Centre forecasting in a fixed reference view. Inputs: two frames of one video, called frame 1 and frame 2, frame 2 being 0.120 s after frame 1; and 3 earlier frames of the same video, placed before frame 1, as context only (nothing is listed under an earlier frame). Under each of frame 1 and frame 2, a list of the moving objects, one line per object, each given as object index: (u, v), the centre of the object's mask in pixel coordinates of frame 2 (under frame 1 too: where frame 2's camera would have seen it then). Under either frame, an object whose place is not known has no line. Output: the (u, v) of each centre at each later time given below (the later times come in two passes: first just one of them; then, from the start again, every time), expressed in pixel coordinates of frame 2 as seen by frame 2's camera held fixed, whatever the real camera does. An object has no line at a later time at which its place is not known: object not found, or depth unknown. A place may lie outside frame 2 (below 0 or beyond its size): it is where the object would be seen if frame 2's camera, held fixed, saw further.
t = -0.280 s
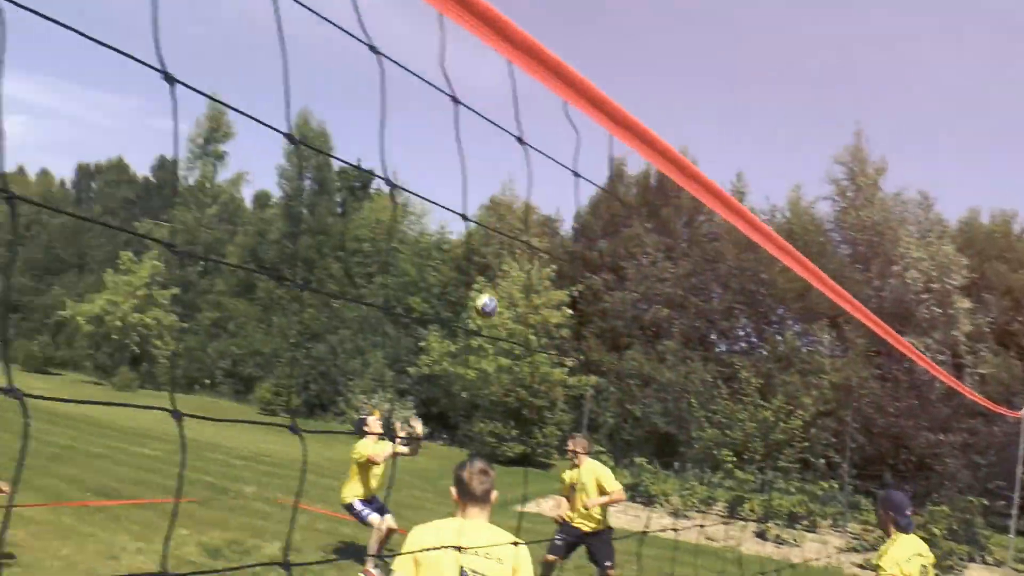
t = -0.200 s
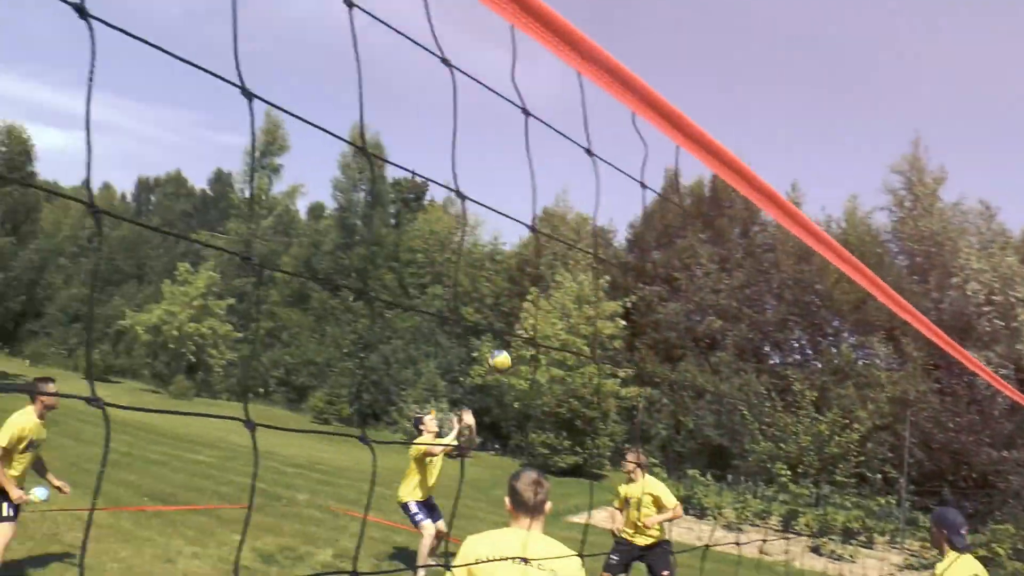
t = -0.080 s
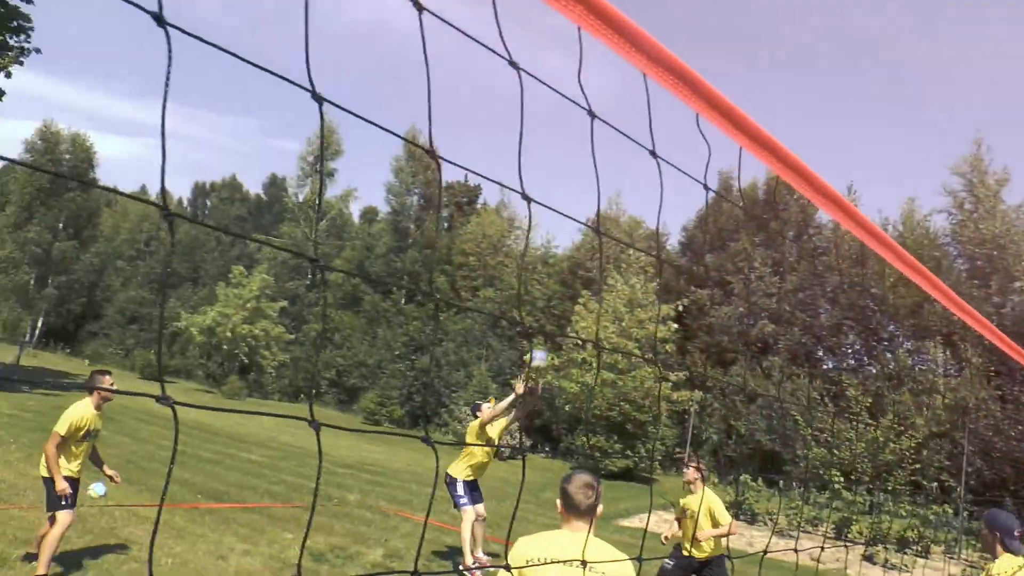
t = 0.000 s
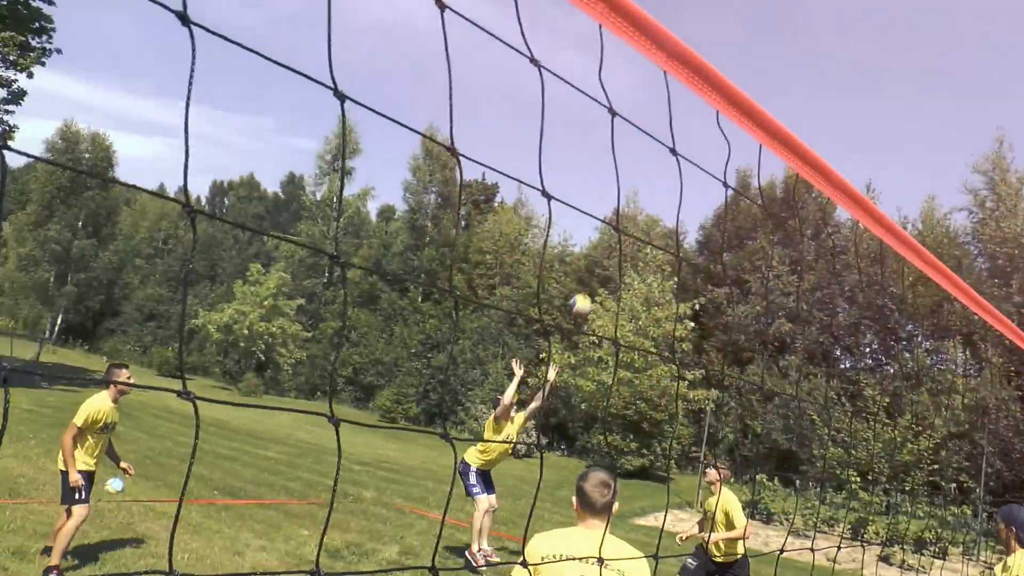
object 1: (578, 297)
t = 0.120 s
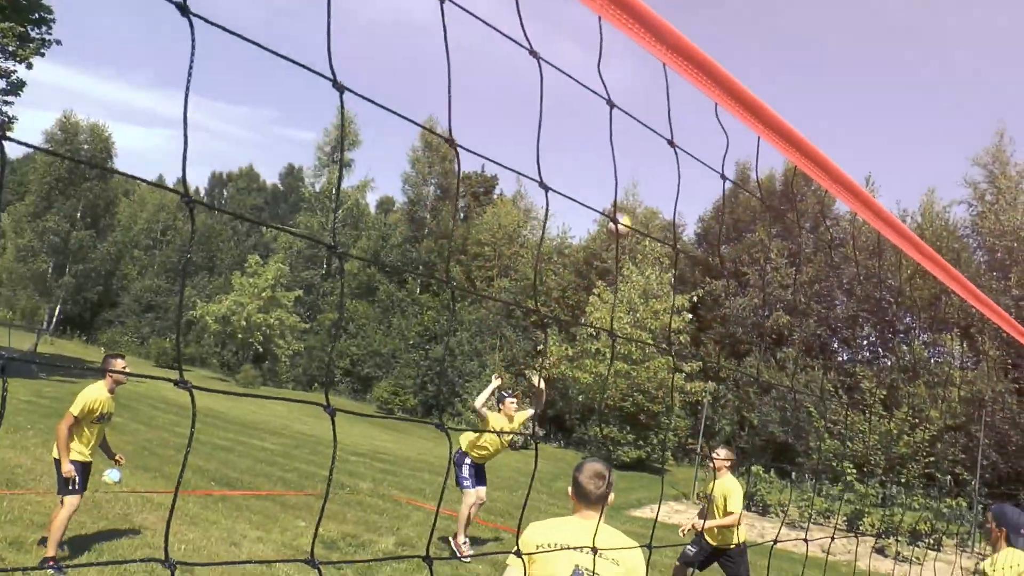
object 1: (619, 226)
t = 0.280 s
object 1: (677, 144)
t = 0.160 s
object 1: (632, 204)
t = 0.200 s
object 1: (646, 183)
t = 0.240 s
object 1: (661, 163)
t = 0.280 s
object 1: (677, 144)
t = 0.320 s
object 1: (694, 127)
